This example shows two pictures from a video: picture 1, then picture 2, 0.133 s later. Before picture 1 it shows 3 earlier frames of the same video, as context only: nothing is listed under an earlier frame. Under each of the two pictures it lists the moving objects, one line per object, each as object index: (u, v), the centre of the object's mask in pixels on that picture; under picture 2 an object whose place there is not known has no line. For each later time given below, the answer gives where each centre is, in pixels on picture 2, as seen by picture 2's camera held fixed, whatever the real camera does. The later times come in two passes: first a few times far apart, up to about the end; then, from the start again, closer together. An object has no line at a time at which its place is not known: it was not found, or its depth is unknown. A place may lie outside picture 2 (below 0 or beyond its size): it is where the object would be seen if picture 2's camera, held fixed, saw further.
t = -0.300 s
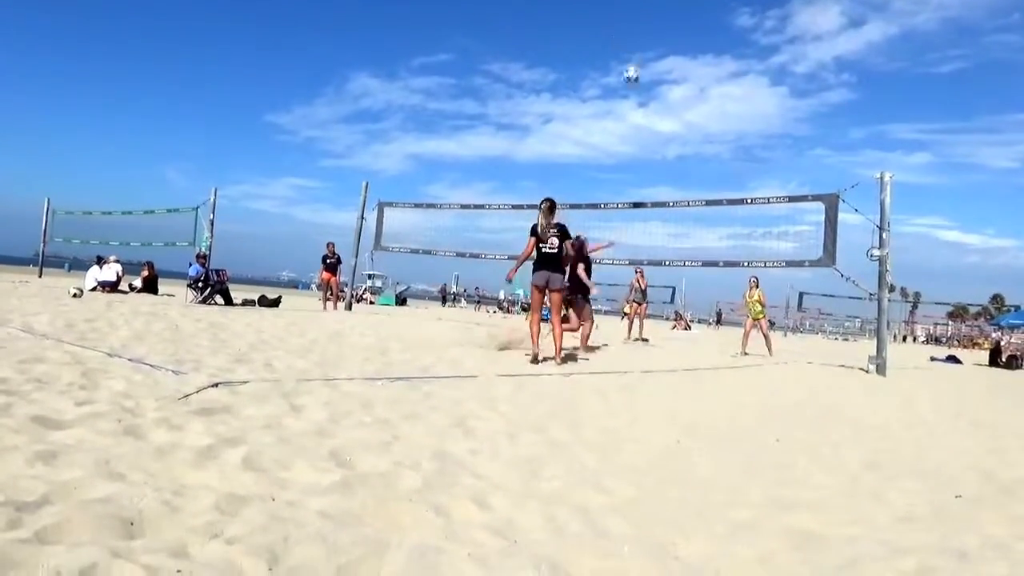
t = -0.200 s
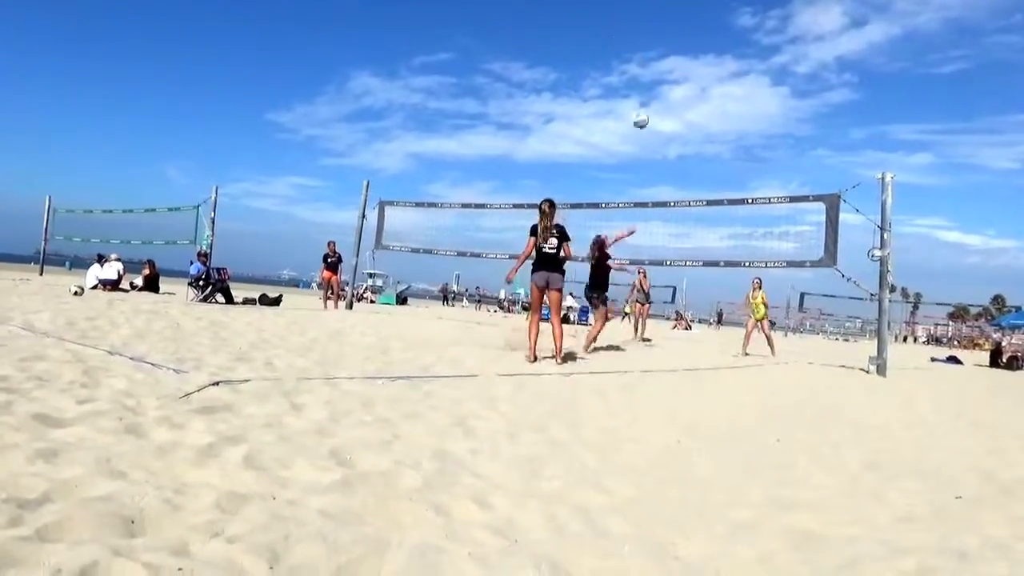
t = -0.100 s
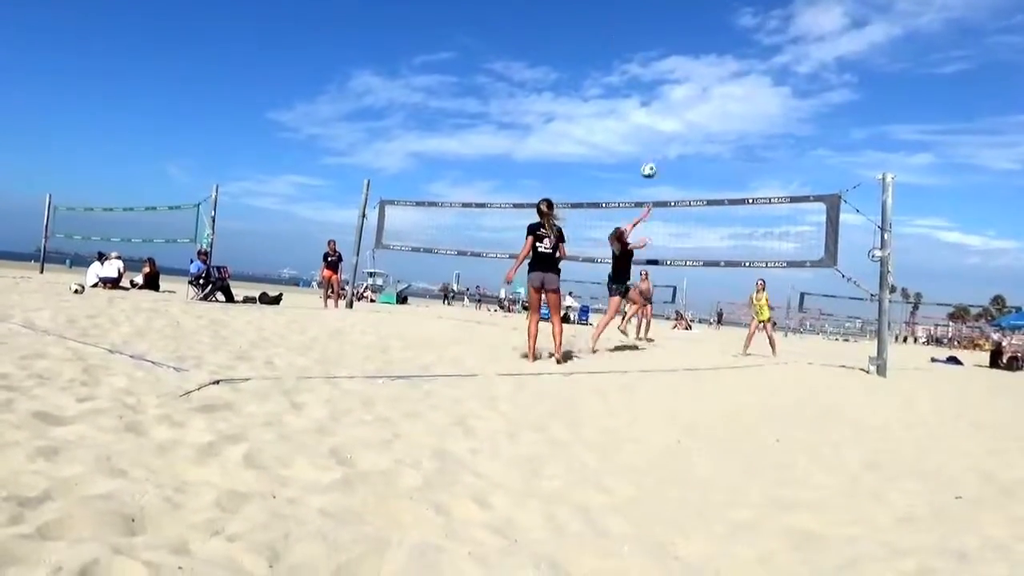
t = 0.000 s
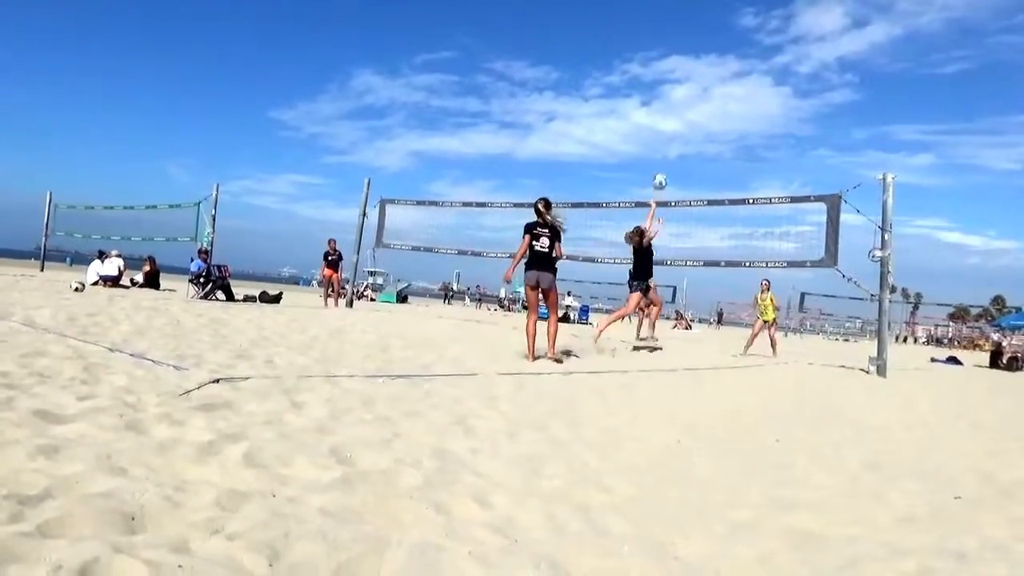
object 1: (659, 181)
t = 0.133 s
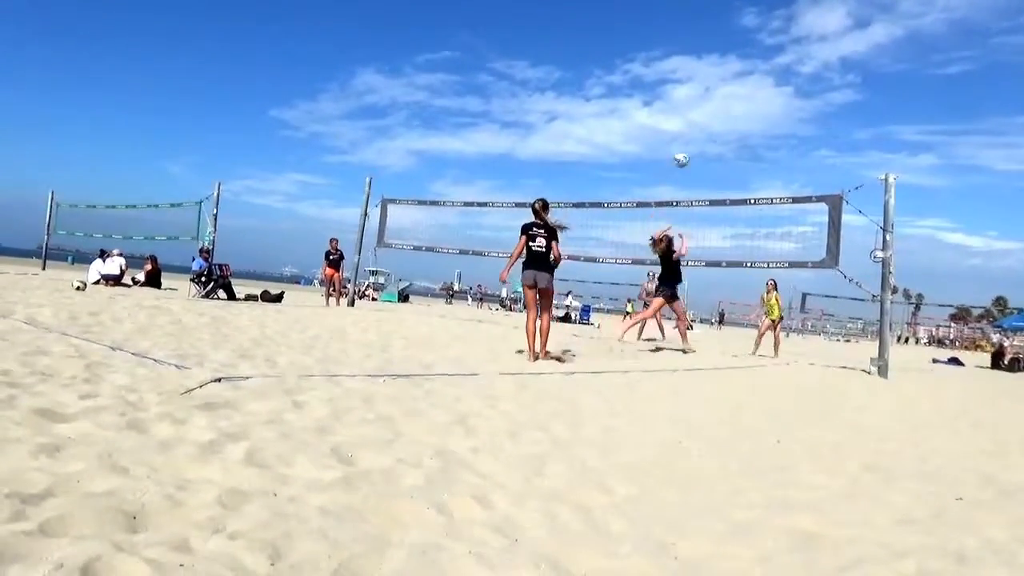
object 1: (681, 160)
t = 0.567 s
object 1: (733, 170)
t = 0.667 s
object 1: (743, 186)
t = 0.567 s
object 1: (733, 170)
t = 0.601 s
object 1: (736, 175)
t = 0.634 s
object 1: (740, 180)
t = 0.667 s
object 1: (743, 186)
